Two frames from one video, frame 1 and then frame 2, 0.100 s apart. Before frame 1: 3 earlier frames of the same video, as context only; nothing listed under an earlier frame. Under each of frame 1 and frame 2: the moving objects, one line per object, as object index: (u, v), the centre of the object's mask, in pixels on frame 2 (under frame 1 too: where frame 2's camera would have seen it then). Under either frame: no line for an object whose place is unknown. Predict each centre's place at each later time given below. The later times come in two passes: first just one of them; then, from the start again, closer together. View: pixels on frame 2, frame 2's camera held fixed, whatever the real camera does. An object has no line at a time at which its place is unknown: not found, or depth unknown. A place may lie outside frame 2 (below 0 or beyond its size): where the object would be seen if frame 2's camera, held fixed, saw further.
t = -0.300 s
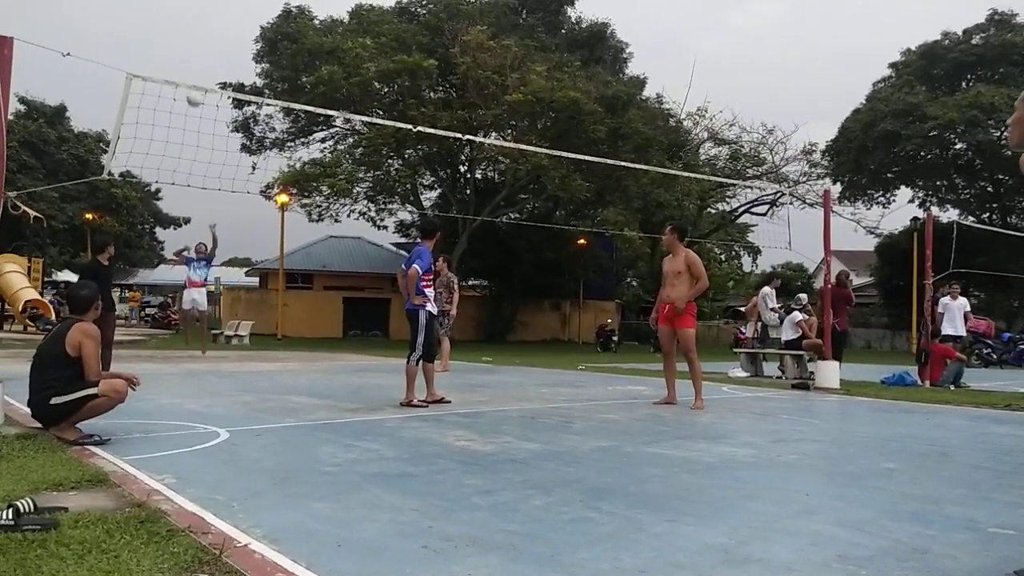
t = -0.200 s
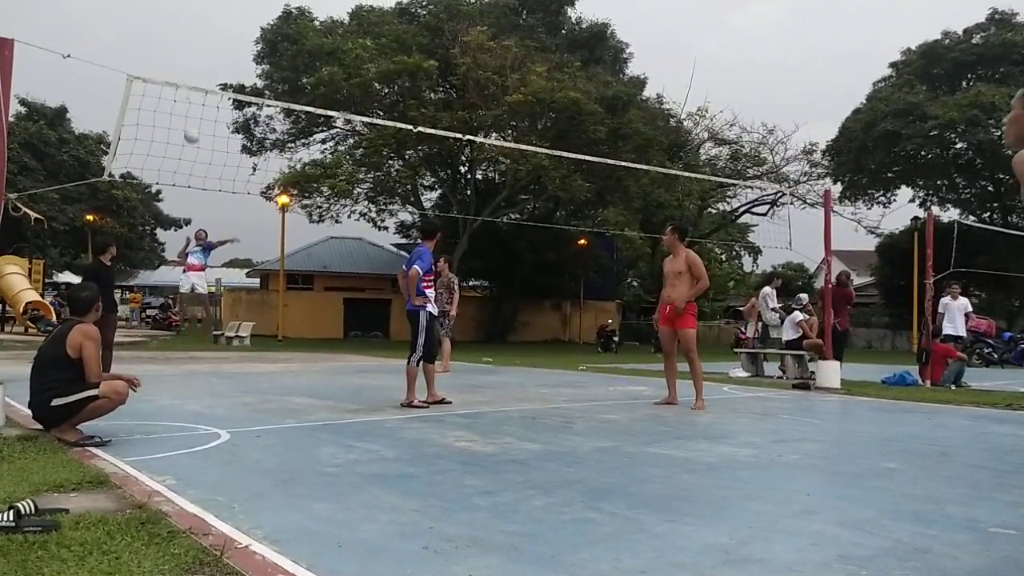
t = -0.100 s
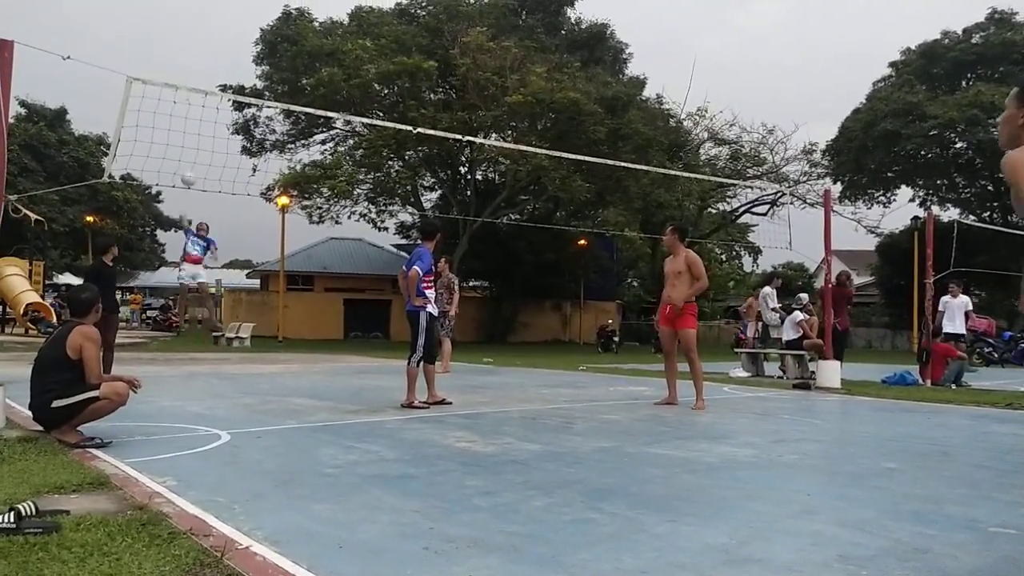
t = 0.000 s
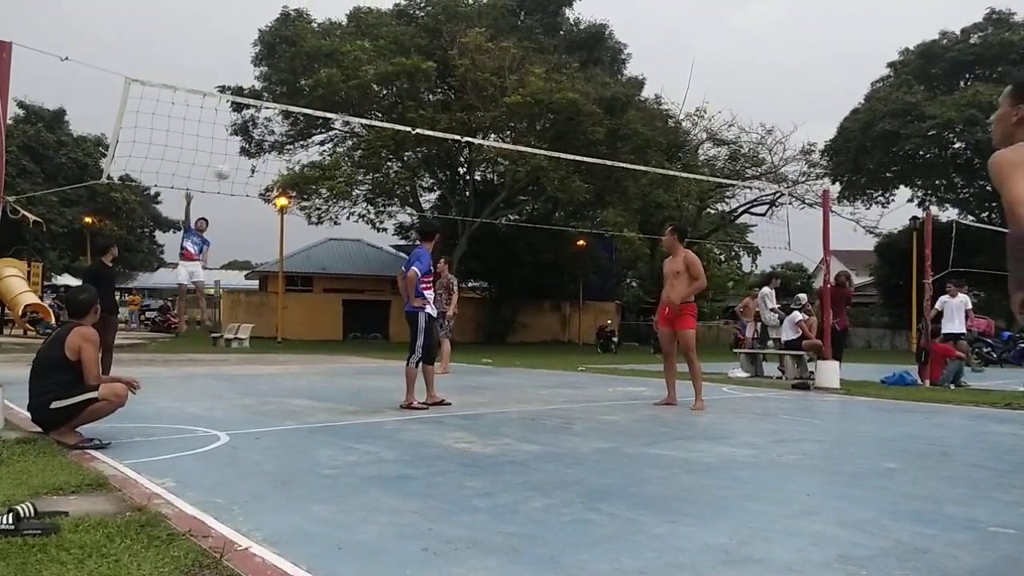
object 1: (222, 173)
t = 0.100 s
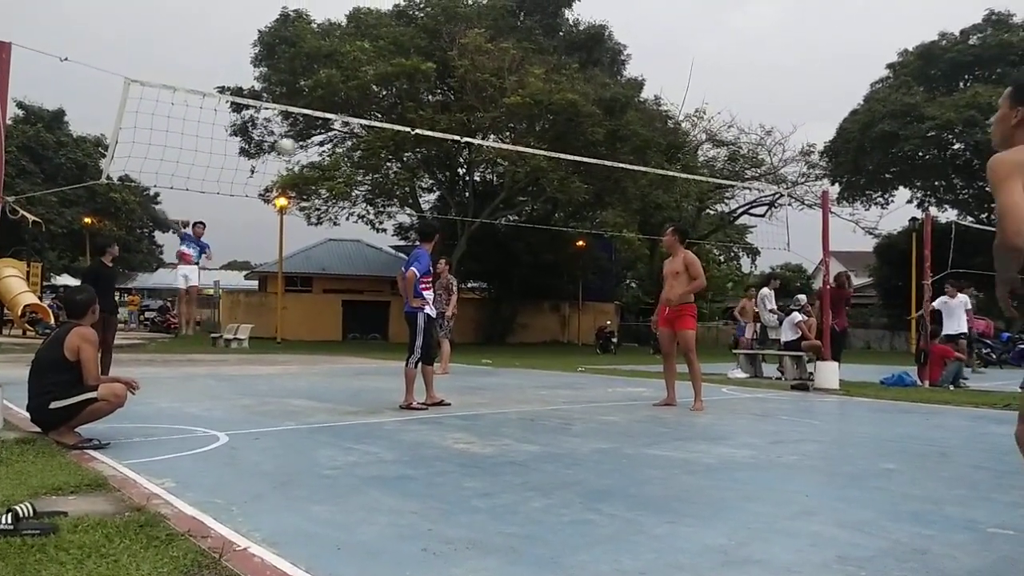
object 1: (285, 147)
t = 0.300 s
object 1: (476, 124)
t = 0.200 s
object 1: (367, 130)
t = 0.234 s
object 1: (402, 126)
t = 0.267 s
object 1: (437, 123)
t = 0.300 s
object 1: (476, 124)
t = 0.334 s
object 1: (521, 125)
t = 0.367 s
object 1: (570, 129)
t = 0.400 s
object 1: (625, 135)
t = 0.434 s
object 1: (685, 143)
